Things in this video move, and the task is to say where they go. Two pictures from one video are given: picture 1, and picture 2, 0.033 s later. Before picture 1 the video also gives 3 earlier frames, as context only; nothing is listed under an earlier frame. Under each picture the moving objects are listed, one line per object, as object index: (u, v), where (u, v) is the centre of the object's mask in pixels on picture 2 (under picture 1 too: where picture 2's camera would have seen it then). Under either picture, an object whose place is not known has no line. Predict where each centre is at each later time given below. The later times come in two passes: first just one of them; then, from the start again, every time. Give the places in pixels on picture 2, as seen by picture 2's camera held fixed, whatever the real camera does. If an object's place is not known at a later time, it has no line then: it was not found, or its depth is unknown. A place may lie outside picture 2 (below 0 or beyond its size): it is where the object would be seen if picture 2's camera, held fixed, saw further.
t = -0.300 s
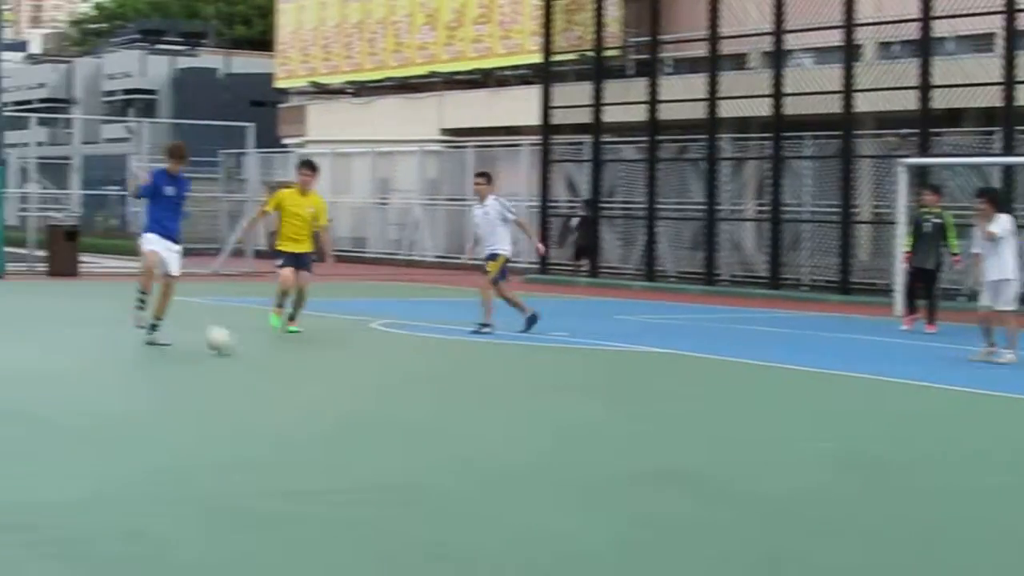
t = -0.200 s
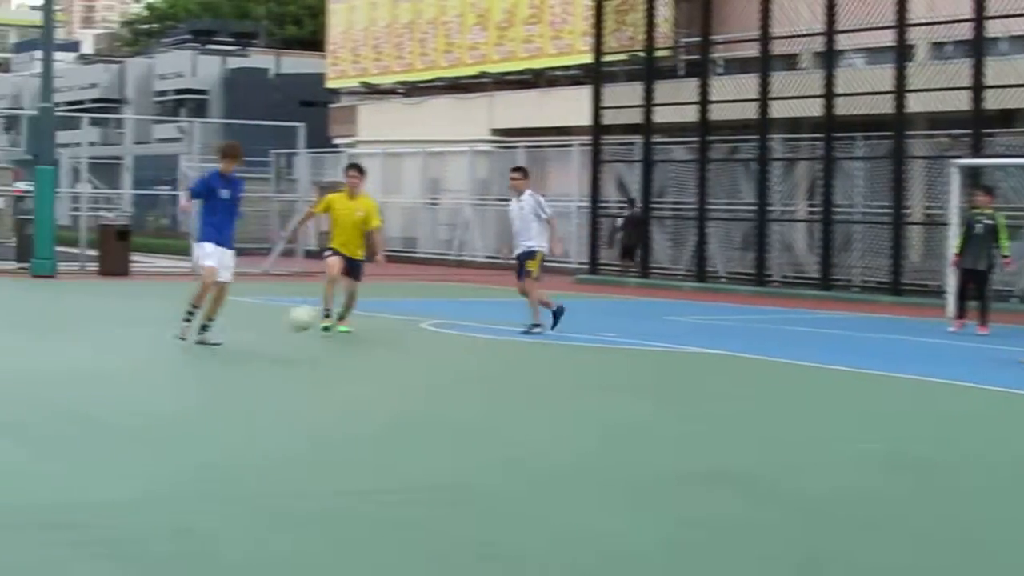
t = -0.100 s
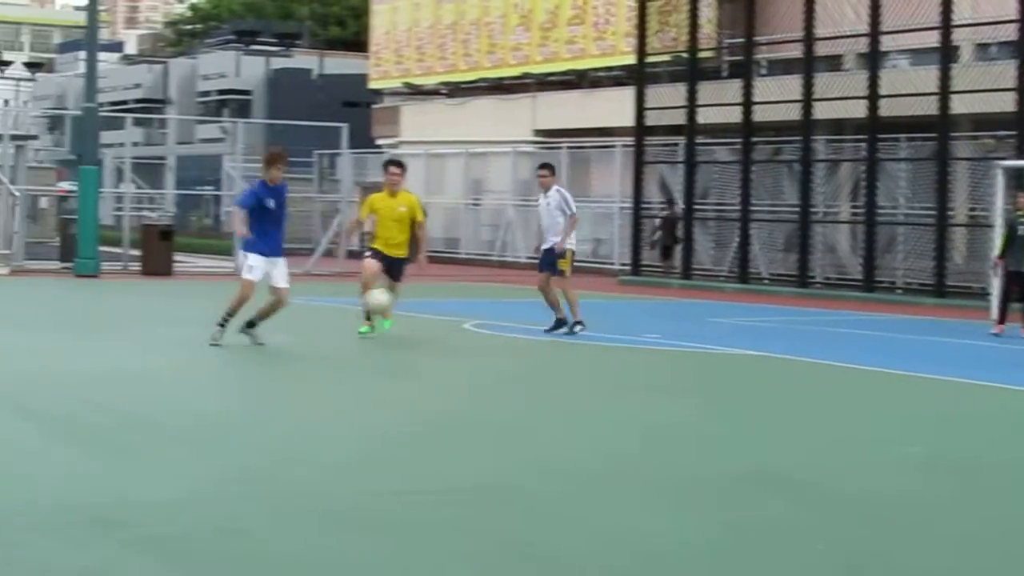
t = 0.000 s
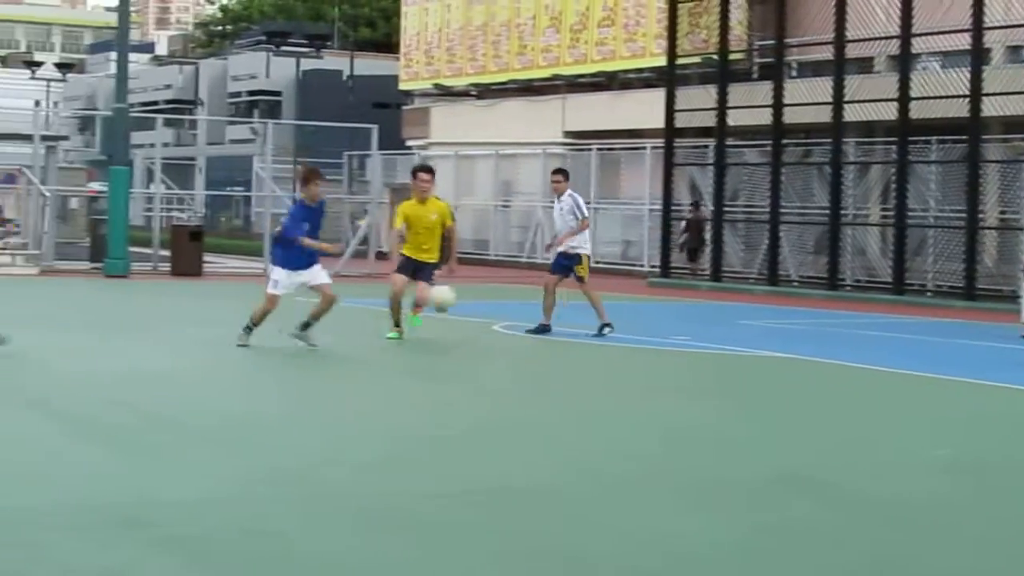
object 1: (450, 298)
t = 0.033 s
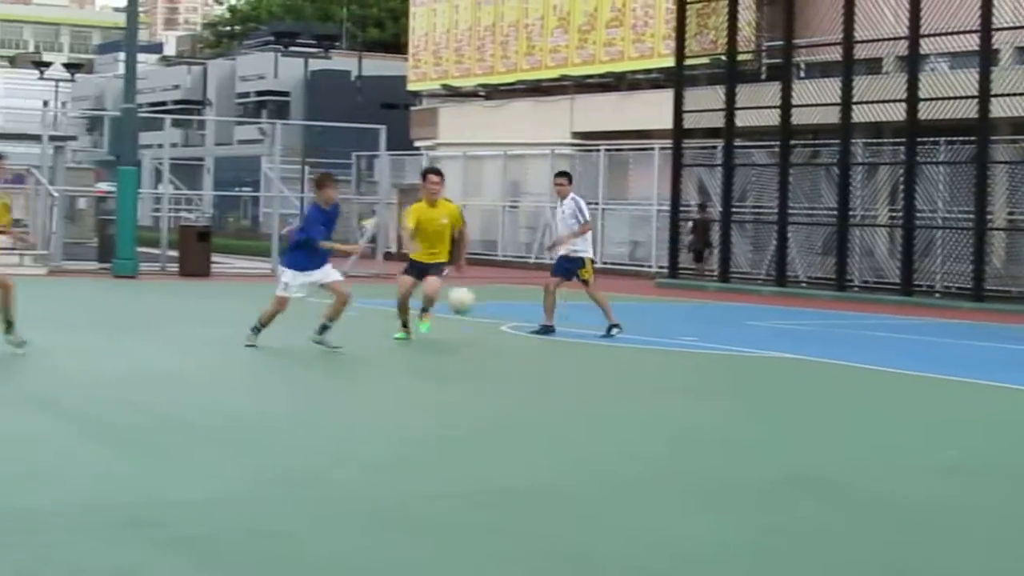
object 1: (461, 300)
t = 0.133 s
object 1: (496, 314)
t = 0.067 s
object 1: (471, 302)
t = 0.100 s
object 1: (485, 308)
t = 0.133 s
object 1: (496, 314)
